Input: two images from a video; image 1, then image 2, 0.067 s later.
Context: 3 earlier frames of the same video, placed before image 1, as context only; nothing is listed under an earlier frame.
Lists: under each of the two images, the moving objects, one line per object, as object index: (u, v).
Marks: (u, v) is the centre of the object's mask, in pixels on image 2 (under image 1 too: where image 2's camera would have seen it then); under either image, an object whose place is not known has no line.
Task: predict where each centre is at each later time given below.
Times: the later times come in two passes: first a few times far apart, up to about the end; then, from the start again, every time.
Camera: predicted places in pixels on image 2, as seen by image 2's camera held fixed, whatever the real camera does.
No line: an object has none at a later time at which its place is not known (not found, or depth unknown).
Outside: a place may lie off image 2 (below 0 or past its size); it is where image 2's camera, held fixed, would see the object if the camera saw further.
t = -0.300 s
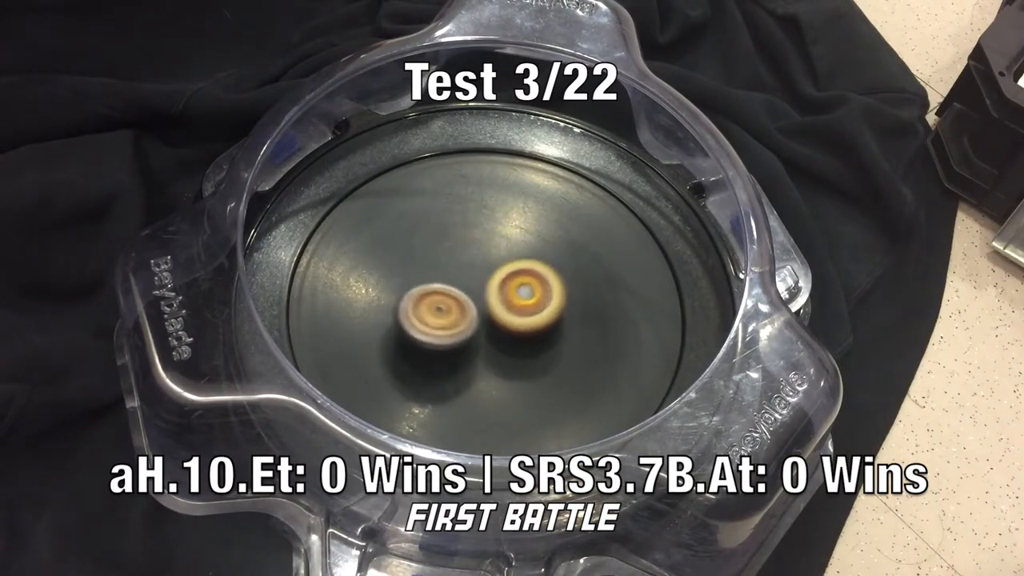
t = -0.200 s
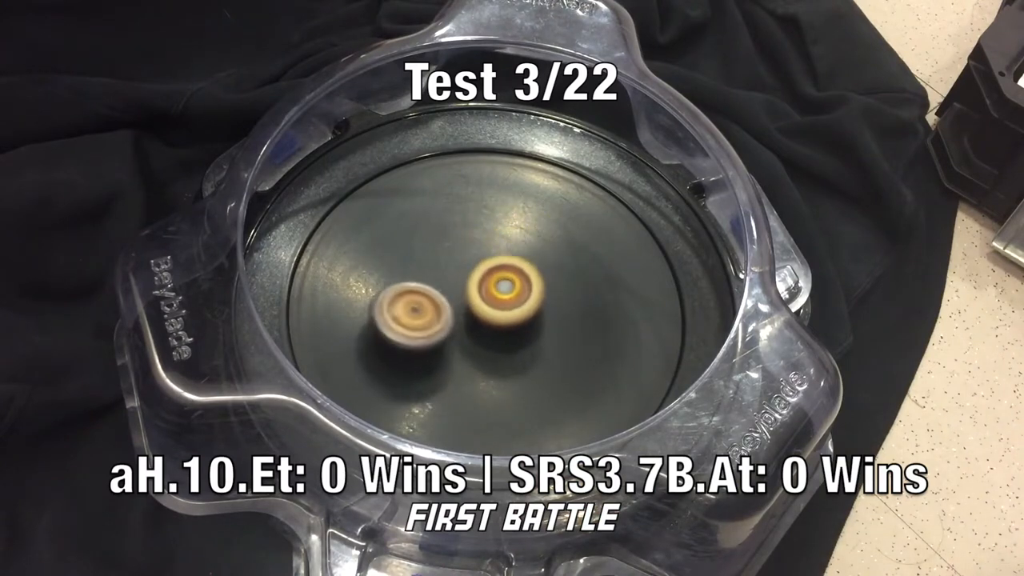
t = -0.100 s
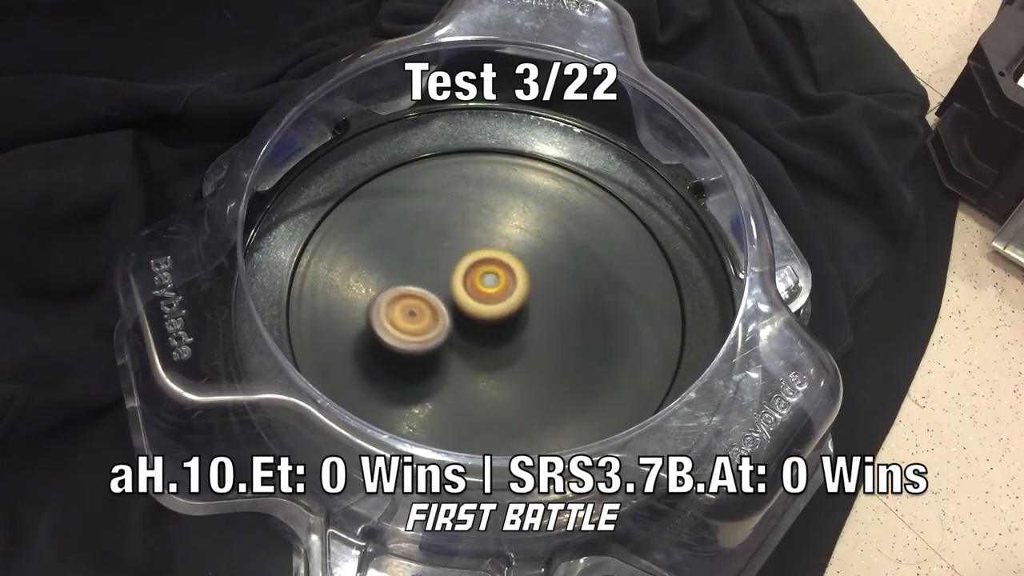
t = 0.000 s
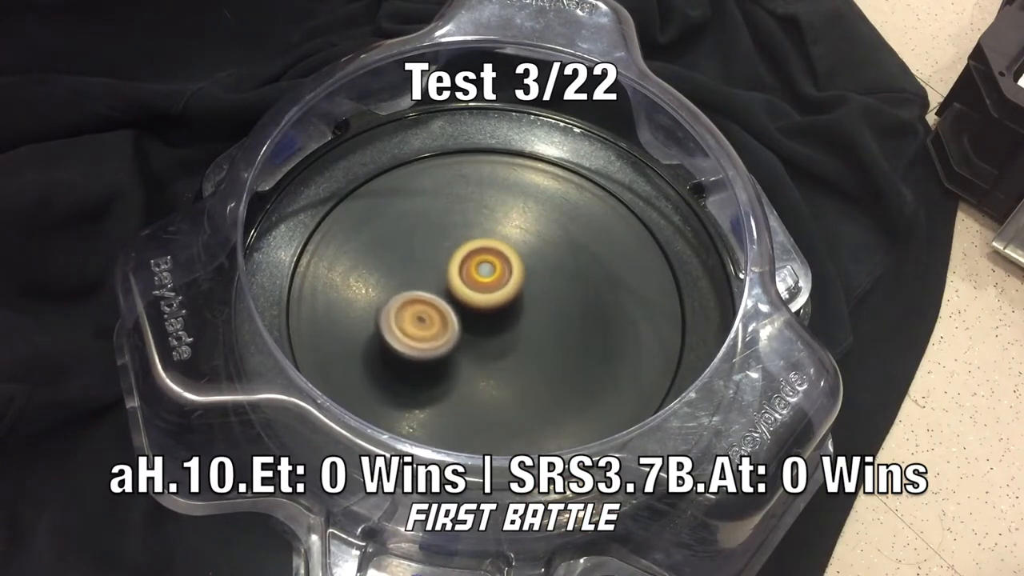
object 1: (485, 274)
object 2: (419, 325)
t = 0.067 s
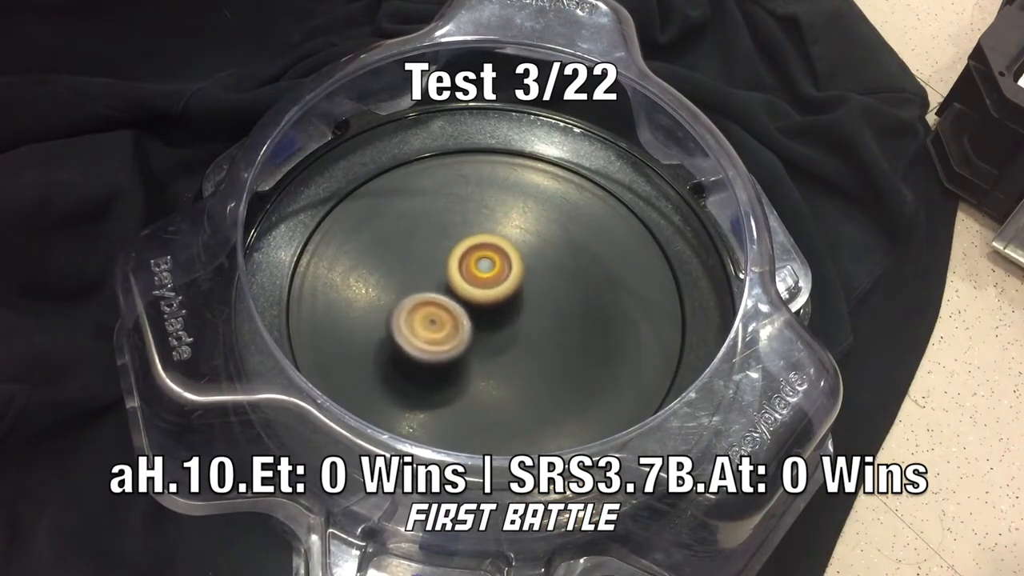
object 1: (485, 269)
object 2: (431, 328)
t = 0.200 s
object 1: (492, 259)
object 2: (454, 337)
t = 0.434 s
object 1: (495, 248)
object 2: (482, 338)
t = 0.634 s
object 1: (497, 250)
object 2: (490, 325)
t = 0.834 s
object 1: (489, 246)
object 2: (479, 326)
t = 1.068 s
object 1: (491, 227)
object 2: (478, 349)
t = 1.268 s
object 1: (487, 252)
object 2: (491, 326)
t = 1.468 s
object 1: (465, 232)
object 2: (503, 344)
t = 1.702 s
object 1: (451, 250)
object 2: (485, 326)
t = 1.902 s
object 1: (439, 246)
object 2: (484, 344)
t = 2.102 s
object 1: (431, 270)
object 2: (487, 339)
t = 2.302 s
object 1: (423, 287)
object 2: (497, 332)
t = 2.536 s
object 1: (402, 293)
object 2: (516, 323)
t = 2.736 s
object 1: (418, 300)
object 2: (504, 312)
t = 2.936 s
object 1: (400, 289)
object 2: (524, 315)
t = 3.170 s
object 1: (405, 288)
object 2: (530, 318)
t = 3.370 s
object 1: (409, 278)
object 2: (530, 319)
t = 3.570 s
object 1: (415, 287)
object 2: (515, 318)
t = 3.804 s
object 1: (415, 291)
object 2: (510, 317)
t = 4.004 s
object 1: (406, 283)
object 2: (524, 319)
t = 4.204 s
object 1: (406, 286)
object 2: (523, 317)
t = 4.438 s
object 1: (413, 283)
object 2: (522, 318)
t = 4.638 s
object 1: (413, 290)
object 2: (512, 317)
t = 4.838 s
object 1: (417, 293)
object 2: (505, 316)
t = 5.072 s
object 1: (410, 290)
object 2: (524, 315)
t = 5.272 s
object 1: (420, 289)
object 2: (523, 313)
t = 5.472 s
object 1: (407, 290)
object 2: (525, 307)
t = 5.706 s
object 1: (414, 289)
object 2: (510, 303)
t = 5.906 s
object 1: (421, 288)
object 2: (510, 306)
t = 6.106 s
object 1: (418, 288)
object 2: (516, 315)
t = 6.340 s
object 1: (424, 287)
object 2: (509, 323)
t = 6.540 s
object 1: (417, 284)
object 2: (505, 325)
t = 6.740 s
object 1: (417, 279)
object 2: (496, 321)
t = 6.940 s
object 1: (420, 276)
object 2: (494, 320)
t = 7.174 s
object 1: (427, 276)
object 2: (508, 323)
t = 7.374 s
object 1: (436, 280)
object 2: (513, 322)
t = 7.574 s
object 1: (432, 278)
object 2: (521, 327)
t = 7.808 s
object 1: (428, 283)
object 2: (508, 325)
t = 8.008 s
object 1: (425, 287)
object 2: (505, 326)
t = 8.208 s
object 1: (424, 286)
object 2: (510, 330)
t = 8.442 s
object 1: (429, 278)
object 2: (510, 331)
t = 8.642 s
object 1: (436, 269)
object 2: (507, 329)
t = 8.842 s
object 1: (445, 264)
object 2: (501, 330)
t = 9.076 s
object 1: (453, 255)
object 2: (494, 333)
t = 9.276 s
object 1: (460, 255)
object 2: (492, 332)
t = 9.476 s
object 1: (464, 261)
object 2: (491, 331)
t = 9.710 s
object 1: (473, 260)
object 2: (484, 334)
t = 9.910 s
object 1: (477, 258)
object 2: (486, 340)
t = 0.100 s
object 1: (484, 268)
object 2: (438, 328)
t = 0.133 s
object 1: (487, 264)
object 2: (443, 331)
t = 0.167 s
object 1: (490, 261)
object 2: (449, 335)
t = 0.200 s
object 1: (492, 259)
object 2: (454, 337)
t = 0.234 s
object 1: (494, 258)
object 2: (460, 338)
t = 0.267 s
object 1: (494, 257)
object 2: (465, 339)
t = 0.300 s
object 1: (494, 258)
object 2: (470, 337)
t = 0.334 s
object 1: (493, 259)
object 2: (475, 335)
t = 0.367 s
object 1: (492, 258)
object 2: (479, 333)
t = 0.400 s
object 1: (493, 252)
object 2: (481, 336)
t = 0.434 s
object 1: (495, 248)
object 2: (482, 338)
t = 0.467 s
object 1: (496, 245)
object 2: (484, 339)
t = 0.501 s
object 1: (498, 244)
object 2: (486, 337)
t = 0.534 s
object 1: (499, 244)
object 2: (488, 335)
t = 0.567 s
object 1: (499, 246)
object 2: (490, 332)
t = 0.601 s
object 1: (498, 248)
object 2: (491, 328)
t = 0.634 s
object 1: (497, 250)
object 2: (490, 325)
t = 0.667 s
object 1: (495, 247)
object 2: (490, 327)
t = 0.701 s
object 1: (494, 244)
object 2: (488, 329)
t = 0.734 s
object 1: (493, 243)
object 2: (486, 330)
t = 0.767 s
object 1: (492, 243)
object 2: (484, 329)
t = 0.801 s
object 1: (491, 244)
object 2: (481, 328)
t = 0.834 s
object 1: (489, 246)
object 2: (479, 326)
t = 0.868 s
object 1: (487, 248)
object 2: (477, 324)
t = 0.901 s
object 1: (485, 243)
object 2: (475, 327)
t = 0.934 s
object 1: (485, 235)
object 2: (474, 335)
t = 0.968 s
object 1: (487, 230)
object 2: (474, 341)
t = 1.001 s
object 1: (488, 227)
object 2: (475, 345)
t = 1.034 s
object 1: (490, 226)
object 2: (476, 348)
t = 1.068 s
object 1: (491, 227)
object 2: (478, 349)
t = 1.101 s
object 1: (492, 228)
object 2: (480, 348)
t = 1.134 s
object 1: (492, 231)
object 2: (482, 346)
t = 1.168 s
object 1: (492, 235)
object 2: (484, 342)
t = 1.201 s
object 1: (491, 240)
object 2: (486, 337)
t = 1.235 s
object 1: (490, 246)
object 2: (488, 331)
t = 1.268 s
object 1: (487, 252)
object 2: (491, 326)
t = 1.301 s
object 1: (482, 252)
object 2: (495, 326)
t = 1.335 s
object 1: (476, 244)
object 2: (499, 332)
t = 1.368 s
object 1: (472, 239)
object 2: (502, 337)
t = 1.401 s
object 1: (469, 235)
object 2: (503, 341)
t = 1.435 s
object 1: (467, 233)
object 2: (503, 343)
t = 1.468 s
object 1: (465, 232)
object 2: (503, 344)
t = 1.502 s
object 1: (463, 233)
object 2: (501, 343)
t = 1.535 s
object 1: (462, 234)
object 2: (499, 341)
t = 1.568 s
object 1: (460, 236)
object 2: (497, 339)
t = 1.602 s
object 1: (459, 239)
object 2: (494, 336)
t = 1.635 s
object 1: (457, 242)
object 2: (491, 333)
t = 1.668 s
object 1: (454, 245)
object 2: (488, 329)
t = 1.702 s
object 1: (451, 250)
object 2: (485, 326)
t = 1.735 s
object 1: (448, 253)
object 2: (483, 322)
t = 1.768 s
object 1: (443, 248)
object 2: (484, 329)
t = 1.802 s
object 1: (440, 245)
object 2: (484, 335)
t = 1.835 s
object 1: (439, 243)
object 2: (484, 340)
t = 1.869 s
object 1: (439, 244)
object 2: (484, 343)
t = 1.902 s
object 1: (439, 246)
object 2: (484, 344)
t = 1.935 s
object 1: (439, 250)
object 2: (484, 344)
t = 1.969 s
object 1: (439, 255)
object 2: (484, 343)
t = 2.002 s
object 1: (438, 260)
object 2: (483, 341)
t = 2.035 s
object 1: (438, 266)
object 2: (482, 339)
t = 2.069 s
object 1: (436, 270)
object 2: (482, 337)
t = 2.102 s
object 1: (431, 270)
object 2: (487, 339)
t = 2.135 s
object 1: (429, 270)
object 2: (490, 340)
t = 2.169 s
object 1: (428, 272)
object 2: (493, 340)
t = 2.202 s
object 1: (427, 275)
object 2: (495, 339)
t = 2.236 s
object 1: (427, 279)
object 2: (496, 337)
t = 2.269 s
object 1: (426, 283)
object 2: (496, 335)
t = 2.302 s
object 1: (423, 287)
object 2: (497, 332)
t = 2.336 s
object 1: (421, 290)
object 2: (499, 330)
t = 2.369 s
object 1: (419, 293)
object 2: (499, 328)
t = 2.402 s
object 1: (416, 296)
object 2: (501, 326)
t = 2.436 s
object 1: (410, 295)
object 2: (508, 325)
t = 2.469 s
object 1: (405, 294)
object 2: (512, 325)
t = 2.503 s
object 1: (403, 293)
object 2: (515, 324)
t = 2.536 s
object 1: (402, 293)
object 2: (516, 323)
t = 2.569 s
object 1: (403, 292)
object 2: (516, 321)
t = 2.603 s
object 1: (405, 293)
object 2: (515, 320)
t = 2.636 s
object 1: (408, 294)
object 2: (513, 318)
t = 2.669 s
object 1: (411, 296)
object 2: (510, 316)
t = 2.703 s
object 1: (415, 297)
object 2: (507, 314)
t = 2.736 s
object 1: (418, 300)
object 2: (504, 312)
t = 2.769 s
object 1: (410, 299)
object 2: (511, 311)
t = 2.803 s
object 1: (402, 298)
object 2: (518, 312)
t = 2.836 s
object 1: (399, 295)
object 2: (522, 313)
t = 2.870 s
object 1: (397, 293)
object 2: (525, 314)
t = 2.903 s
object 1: (397, 290)
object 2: (525, 315)
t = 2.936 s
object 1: (400, 289)
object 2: (524, 315)
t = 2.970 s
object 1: (405, 288)
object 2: (522, 315)
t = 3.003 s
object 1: (410, 288)
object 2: (519, 315)
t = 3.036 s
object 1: (416, 289)
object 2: (515, 315)
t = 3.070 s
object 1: (423, 290)
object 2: (510, 315)
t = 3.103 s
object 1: (424, 292)
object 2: (509, 314)
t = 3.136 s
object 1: (413, 290)
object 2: (520, 316)
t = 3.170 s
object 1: (405, 288)
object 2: (530, 318)
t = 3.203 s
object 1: (401, 285)
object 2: (536, 319)
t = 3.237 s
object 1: (399, 282)
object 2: (539, 320)
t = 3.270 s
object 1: (399, 279)
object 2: (540, 320)
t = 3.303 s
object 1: (401, 278)
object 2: (538, 321)
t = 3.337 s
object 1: (404, 278)
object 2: (535, 320)
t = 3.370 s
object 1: (409, 278)
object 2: (530, 319)
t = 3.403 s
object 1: (414, 281)
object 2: (523, 318)
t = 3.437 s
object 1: (420, 284)
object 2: (516, 317)
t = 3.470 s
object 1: (426, 287)
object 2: (509, 316)
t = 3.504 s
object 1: (424, 289)
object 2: (508, 316)
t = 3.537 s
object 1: (419, 288)
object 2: (512, 317)
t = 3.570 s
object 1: (415, 287)
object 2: (515, 318)
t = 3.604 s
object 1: (414, 287)
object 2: (516, 318)
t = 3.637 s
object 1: (414, 287)
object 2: (516, 318)
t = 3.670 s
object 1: (415, 288)
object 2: (514, 318)
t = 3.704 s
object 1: (416, 290)
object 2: (512, 318)
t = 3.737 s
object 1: (419, 291)
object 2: (508, 317)
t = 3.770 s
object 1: (421, 292)
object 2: (505, 317)
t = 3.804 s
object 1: (415, 291)
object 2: (510, 317)
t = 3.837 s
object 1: (408, 289)
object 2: (518, 319)
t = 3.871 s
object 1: (404, 287)
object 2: (523, 319)
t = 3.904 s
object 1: (403, 285)
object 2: (526, 320)
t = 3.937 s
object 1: (403, 283)
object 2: (527, 320)
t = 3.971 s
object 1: (404, 283)
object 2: (527, 319)
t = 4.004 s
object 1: (406, 283)
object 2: (524, 319)
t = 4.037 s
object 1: (410, 283)
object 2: (521, 318)
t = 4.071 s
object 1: (414, 285)
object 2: (516, 316)
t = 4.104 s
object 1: (419, 287)
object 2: (511, 315)
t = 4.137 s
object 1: (423, 290)
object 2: (507, 314)
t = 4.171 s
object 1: (415, 288)
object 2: (514, 315)
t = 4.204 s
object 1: (406, 286)
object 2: (523, 317)
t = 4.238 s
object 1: (403, 283)
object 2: (529, 318)
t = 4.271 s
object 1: (401, 281)
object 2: (533, 319)
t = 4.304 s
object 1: (402, 280)
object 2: (534, 319)
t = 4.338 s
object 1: (403, 279)
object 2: (534, 319)
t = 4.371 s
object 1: (406, 279)
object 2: (531, 319)
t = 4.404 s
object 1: (409, 281)
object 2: (527, 318)
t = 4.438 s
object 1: (413, 283)
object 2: (522, 318)
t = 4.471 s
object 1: (417, 285)
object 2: (516, 317)
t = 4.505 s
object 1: (421, 288)
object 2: (510, 316)
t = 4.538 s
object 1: (423, 291)
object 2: (506, 315)
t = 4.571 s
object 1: (417, 292)
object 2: (510, 316)
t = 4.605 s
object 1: (414, 291)
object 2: (512, 316)
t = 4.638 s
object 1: (413, 290)
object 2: (512, 317)
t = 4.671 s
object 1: (413, 290)
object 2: (511, 317)
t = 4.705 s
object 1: (414, 290)
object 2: (510, 317)
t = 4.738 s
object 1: (416, 290)
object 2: (507, 317)
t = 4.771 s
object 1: (419, 292)
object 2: (504, 317)
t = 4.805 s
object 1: (419, 293)
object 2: (503, 316)
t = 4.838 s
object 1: (417, 293)
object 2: (505, 316)
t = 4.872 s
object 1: (417, 292)
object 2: (507, 316)
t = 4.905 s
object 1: (417, 292)
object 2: (509, 315)
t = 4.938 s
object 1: (419, 292)
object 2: (509, 315)
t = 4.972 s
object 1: (421, 292)
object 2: (508, 314)
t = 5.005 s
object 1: (422, 293)
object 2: (507, 314)
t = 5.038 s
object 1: (416, 292)
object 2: (517, 314)
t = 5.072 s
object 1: (410, 290)
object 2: (524, 315)
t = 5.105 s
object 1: (408, 288)
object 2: (530, 315)
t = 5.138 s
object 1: (408, 286)
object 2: (532, 315)
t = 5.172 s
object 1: (410, 286)
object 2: (532, 315)
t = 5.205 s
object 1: (413, 286)
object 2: (531, 314)
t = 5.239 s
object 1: (417, 287)
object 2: (528, 313)
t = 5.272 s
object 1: (420, 289)
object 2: (523, 313)
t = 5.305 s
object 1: (423, 291)
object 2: (518, 312)
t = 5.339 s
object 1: (427, 292)
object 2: (513, 310)
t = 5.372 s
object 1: (421, 293)
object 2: (516, 310)
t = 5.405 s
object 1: (414, 293)
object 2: (522, 309)
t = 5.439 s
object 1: (409, 292)
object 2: (525, 308)
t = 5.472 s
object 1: (407, 290)
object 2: (525, 307)
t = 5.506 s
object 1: (406, 288)
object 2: (524, 307)
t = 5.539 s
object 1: (407, 287)
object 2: (522, 306)
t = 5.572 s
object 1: (410, 287)
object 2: (518, 305)
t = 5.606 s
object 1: (413, 287)
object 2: (514, 305)
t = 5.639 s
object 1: (417, 288)
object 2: (510, 303)
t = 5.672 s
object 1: (420, 289)
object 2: (506, 303)
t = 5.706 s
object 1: (414, 289)
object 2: (510, 303)
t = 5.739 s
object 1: (412, 288)
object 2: (514, 304)
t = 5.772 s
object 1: (411, 287)
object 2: (516, 305)
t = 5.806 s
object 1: (413, 286)
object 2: (516, 305)
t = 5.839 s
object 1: (414, 287)
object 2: (515, 305)
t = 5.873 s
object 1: (417, 287)
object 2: (512, 306)
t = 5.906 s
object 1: (421, 288)
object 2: (510, 306)
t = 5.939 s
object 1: (423, 290)
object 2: (509, 307)
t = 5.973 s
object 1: (419, 290)
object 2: (512, 309)
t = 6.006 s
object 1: (417, 290)
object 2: (515, 311)
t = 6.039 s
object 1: (416, 289)
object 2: (517, 313)
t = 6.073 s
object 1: (417, 288)
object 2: (517, 314)
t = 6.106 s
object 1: (418, 288)
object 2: (516, 315)
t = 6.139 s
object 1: (421, 289)
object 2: (513, 316)
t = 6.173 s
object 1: (424, 290)
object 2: (510, 316)
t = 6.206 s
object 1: (426, 291)
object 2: (508, 317)
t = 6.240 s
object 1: (424, 290)
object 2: (510, 319)
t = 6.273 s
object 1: (422, 289)
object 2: (511, 321)
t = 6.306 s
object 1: (423, 288)
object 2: (511, 322)
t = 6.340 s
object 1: (424, 287)
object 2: (509, 323)
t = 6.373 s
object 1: (425, 287)
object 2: (506, 324)
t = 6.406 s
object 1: (425, 289)
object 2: (504, 323)
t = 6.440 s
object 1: (421, 287)
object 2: (505, 324)
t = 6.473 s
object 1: (418, 286)
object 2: (506, 325)
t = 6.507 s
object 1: (417, 285)
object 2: (506, 325)
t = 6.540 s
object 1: (417, 284)
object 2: (505, 325)
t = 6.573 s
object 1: (418, 284)
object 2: (503, 324)
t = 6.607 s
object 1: (419, 284)
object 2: (499, 322)
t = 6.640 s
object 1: (420, 285)
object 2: (497, 321)
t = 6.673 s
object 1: (418, 284)
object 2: (498, 321)
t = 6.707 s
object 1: (416, 282)
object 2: (498, 322)
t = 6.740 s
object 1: (417, 279)
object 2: (496, 321)
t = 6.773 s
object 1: (418, 280)
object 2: (494, 321)
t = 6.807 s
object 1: (417, 278)
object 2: (494, 321)
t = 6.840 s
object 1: (416, 277)
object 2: (495, 321)
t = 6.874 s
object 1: (417, 276)
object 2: (494, 320)
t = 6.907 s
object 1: (419, 276)
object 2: (493, 320)
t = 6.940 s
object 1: (420, 276)
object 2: (494, 320)
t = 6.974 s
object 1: (421, 276)
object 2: (496, 320)
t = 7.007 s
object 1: (423, 276)
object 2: (497, 320)
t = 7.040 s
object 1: (425, 277)
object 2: (498, 320)
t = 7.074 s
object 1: (425, 277)
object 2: (500, 321)
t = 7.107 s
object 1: (427, 277)
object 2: (501, 321)
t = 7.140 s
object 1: (426, 277)
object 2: (505, 323)
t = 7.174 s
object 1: (427, 276)
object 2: (508, 323)
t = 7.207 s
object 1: (429, 276)
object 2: (510, 324)
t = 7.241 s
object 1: (432, 277)
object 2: (510, 323)
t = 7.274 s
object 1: (435, 279)
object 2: (509, 323)
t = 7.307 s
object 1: (436, 280)
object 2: (509, 323)
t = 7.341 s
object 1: (436, 281)
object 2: (512, 323)
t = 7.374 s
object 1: (436, 280)
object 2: (513, 322)
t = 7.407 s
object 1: (438, 281)
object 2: (513, 323)
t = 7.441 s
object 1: (436, 281)
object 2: (515, 324)
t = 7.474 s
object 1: (433, 279)
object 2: (520, 325)
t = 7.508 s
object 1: (432, 278)
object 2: (522, 327)
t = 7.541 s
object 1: (432, 277)
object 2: (522, 328)
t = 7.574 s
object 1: (432, 278)
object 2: (521, 327)
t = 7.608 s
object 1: (433, 279)
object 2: (518, 327)
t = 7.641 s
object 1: (434, 280)
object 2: (515, 326)
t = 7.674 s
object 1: (436, 282)
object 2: (511, 324)
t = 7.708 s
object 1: (434, 283)
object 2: (510, 324)
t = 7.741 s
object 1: (429, 283)
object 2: (511, 324)
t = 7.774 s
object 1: (428, 283)
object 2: (510, 324)
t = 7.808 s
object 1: (428, 283)
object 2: (508, 325)
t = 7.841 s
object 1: (428, 284)
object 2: (506, 324)
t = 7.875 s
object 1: (428, 285)
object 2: (504, 324)
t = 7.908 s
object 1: (427, 286)
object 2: (503, 324)
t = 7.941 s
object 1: (427, 286)
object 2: (503, 325)
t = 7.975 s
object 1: (427, 287)
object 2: (503, 325)
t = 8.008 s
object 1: (425, 287)
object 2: (505, 326)
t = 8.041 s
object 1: (425, 287)
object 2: (505, 327)
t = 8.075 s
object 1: (426, 288)
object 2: (505, 327)
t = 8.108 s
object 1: (427, 289)
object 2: (504, 327)
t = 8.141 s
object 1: (425, 289)
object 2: (505, 329)
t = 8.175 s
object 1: (424, 287)
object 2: (508, 330)
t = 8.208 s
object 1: (424, 286)
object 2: (510, 330)
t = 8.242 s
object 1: (425, 286)
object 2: (509, 330)
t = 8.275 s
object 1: (427, 286)
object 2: (509, 330)
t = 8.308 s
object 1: (429, 287)
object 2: (507, 328)
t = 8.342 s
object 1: (430, 287)
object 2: (505, 327)
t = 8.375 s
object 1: (427, 283)
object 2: (508, 330)
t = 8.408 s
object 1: (428, 280)
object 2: (510, 331)
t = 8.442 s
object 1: (429, 278)
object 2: (510, 331)
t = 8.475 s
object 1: (431, 276)
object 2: (509, 331)
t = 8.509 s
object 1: (433, 276)
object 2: (507, 329)
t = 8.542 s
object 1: (436, 276)
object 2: (504, 327)
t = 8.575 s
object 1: (437, 275)
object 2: (503, 326)
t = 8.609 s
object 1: (436, 272)
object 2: (504, 327)
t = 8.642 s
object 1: (436, 269)
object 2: (507, 329)
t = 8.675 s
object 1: (438, 268)
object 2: (507, 329)
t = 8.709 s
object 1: (440, 267)
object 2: (506, 330)
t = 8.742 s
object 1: (441, 267)
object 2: (505, 330)
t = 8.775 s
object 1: (444, 267)
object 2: (503, 328)
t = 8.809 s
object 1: (447, 268)
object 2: (501, 328)
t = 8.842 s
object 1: (445, 264)
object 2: (501, 330)
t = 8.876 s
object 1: (443, 259)
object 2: (503, 335)
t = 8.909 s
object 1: (446, 256)
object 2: (503, 338)
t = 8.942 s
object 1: (447, 254)
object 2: (503, 339)
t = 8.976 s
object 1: (448, 253)
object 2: (501, 339)
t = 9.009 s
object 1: (450, 254)
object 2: (499, 338)
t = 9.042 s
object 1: (452, 255)
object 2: (497, 336)
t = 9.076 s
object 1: (453, 255)
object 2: (494, 333)
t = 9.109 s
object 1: (455, 257)
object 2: (492, 330)
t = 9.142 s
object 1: (457, 259)
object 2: (489, 328)
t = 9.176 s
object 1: (457, 258)
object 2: (490, 327)
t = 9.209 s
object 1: (459, 258)
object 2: (490, 328)
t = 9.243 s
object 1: (460, 257)
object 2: (491, 330)
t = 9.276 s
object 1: (460, 255)
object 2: (492, 332)
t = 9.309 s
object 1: (462, 255)
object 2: (493, 334)
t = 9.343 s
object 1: (462, 255)
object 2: (494, 335)
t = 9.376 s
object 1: (463, 256)
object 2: (493, 334)
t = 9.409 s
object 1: (463, 257)
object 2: (493, 334)
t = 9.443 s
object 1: (464, 259)
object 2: (492, 332)
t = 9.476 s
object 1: (464, 261)
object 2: (491, 331)
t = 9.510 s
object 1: (464, 257)
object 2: (490, 335)
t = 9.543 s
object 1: (465, 255)
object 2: (489, 339)
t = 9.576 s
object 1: (467, 254)
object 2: (488, 340)
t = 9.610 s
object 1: (470, 255)
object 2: (487, 340)
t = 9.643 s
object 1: (471, 256)
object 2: (485, 339)
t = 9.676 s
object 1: (472, 258)
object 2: (484, 337)
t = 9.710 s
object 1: (473, 260)
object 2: (484, 334)
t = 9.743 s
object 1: (473, 261)
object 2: (485, 334)
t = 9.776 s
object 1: (474, 260)
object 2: (486, 335)
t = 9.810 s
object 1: (475, 260)
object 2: (487, 335)
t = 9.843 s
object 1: (475, 261)
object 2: (487, 335)
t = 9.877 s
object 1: (476, 260)
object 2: (486, 337)
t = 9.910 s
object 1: (477, 258)
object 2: (486, 340)
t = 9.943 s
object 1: (480, 259)
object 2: (484, 342)
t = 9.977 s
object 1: (480, 259)
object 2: (484, 342)
